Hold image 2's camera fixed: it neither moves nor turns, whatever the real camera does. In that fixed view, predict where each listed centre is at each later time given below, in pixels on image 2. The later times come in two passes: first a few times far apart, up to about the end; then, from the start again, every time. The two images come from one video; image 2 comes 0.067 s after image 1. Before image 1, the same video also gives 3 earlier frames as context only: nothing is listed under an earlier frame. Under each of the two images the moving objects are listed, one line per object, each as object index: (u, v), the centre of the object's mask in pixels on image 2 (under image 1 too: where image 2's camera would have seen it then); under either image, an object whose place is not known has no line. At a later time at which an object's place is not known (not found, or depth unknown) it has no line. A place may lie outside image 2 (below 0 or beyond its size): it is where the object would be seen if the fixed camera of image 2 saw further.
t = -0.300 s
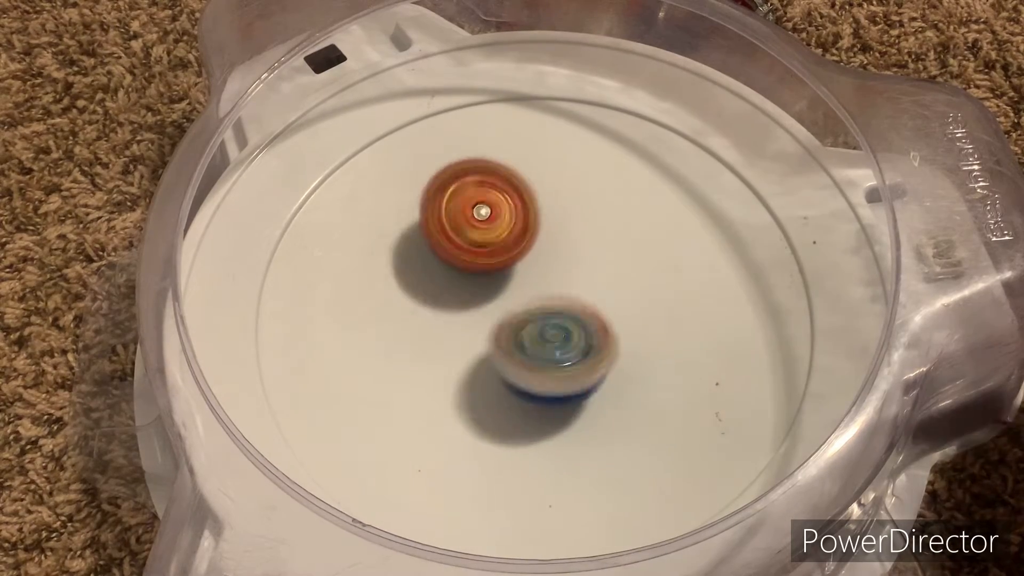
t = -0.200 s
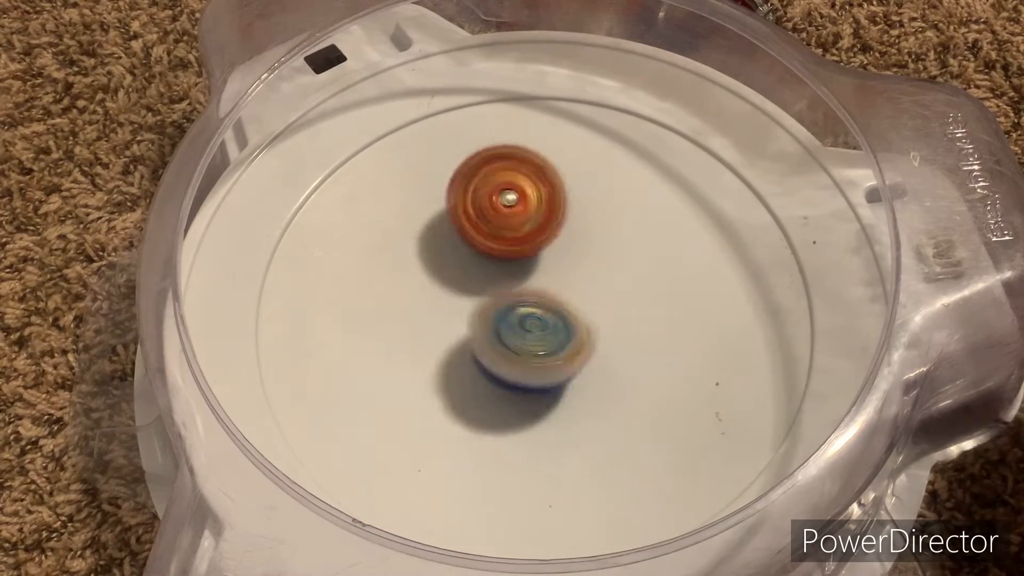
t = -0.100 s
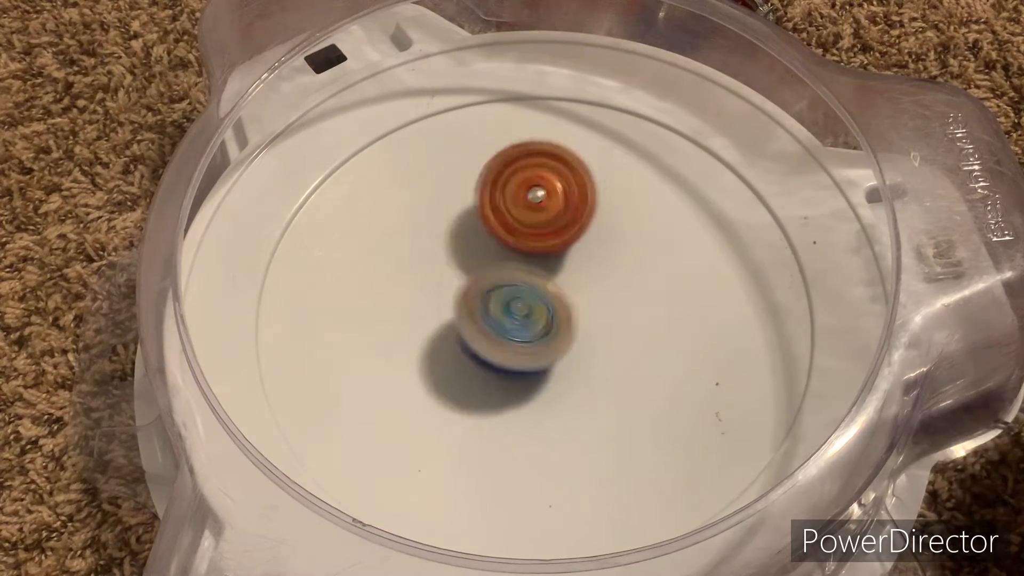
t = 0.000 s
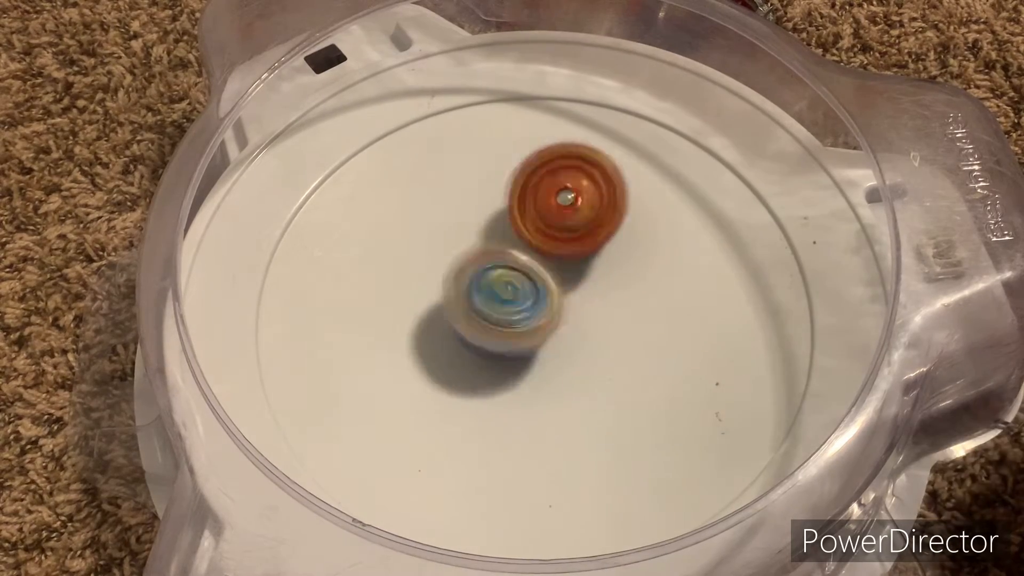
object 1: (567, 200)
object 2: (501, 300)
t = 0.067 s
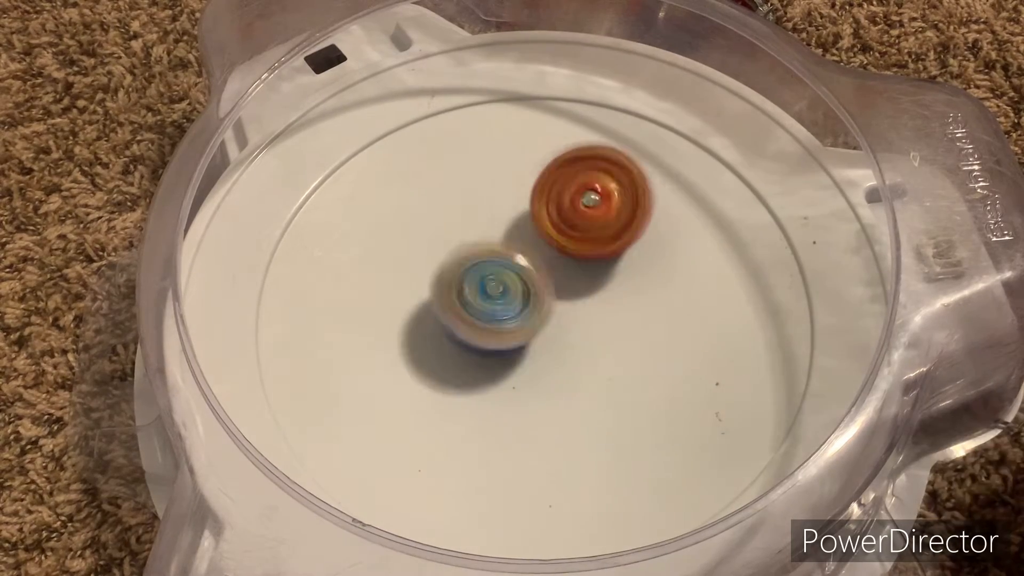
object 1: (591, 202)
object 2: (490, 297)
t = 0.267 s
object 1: (638, 240)
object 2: (484, 262)
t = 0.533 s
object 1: (645, 322)
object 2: (518, 244)
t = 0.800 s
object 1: (579, 388)
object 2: (566, 268)
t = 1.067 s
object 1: (477, 386)
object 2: (582, 303)
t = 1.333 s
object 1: (422, 320)
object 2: (564, 333)
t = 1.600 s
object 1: (447, 242)
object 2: (530, 335)
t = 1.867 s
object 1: (527, 210)
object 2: (526, 324)
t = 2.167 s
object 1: (621, 243)
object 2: (521, 314)
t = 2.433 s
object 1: (644, 322)
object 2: (510, 301)
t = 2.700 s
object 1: (584, 385)
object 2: (501, 273)
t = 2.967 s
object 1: (482, 378)
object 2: (511, 259)
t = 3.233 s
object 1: (436, 303)
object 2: (550, 257)
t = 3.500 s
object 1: (420, 238)
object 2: (596, 283)
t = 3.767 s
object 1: (475, 195)
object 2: (589, 325)
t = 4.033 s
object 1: (535, 206)
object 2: (556, 358)
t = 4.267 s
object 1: (551, 245)
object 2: (534, 372)
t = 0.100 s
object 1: (601, 206)
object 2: (484, 291)
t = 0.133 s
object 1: (609, 211)
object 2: (487, 287)
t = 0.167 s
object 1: (617, 218)
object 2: (485, 281)
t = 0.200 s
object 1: (626, 224)
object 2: (486, 274)
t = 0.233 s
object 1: (632, 232)
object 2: (486, 268)
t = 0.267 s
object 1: (638, 240)
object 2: (484, 262)
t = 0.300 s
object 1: (644, 248)
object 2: (486, 257)
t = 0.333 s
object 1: (646, 258)
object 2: (492, 254)
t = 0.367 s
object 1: (649, 269)
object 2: (497, 251)
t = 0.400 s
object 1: (651, 279)
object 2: (501, 248)
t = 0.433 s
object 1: (650, 289)
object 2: (503, 244)
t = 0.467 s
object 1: (649, 301)
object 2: (508, 244)
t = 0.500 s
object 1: (648, 311)
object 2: (513, 243)
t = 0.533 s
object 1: (645, 322)
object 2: (518, 244)
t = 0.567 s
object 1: (640, 333)
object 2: (529, 247)
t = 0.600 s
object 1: (635, 342)
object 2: (534, 248)
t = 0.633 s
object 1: (628, 351)
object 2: (540, 251)
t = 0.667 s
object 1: (620, 360)
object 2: (547, 254)
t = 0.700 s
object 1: (613, 368)
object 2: (552, 258)
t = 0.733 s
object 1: (601, 375)
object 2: (557, 262)
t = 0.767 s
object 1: (590, 382)
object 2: (561, 264)
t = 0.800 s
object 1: (579, 388)
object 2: (566, 268)
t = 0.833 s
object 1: (566, 392)
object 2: (569, 271)
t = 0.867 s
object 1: (554, 395)
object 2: (572, 275)
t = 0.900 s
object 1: (541, 397)
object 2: (575, 279)
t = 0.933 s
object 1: (527, 397)
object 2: (577, 283)
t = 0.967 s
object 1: (514, 397)
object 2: (580, 288)
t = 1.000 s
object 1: (502, 395)
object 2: (581, 292)
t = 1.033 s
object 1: (489, 391)
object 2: (582, 299)
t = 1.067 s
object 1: (477, 386)
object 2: (582, 303)
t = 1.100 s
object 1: (467, 380)
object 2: (581, 309)
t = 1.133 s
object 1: (456, 374)
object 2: (581, 312)
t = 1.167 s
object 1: (449, 366)
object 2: (579, 316)
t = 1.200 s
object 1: (441, 357)
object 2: (577, 320)
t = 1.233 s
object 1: (434, 348)
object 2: (575, 323)
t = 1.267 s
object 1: (429, 339)
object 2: (572, 327)
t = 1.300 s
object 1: (424, 330)
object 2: (568, 330)
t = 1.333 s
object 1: (422, 320)
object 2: (564, 333)
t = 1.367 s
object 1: (420, 309)
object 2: (560, 334)
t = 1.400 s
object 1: (420, 299)
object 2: (554, 336)
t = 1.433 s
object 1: (422, 289)
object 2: (550, 336)
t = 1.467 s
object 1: (425, 279)
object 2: (545, 335)
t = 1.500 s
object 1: (429, 270)
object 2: (541, 335)
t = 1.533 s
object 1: (435, 261)
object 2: (535, 333)
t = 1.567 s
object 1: (440, 251)
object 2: (532, 336)
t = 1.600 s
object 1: (447, 242)
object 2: (530, 335)
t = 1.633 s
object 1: (455, 235)
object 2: (529, 337)
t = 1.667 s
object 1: (464, 229)
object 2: (528, 337)
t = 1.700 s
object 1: (473, 223)
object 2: (526, 336)
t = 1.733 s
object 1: (484, 220)
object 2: (525, 335)
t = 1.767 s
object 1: (494, 215)
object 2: (524, 332)
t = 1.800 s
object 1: (505, 212)
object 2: (525, 330)
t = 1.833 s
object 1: (516, 210)
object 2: (524, 326)
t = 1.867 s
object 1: (527, 210)
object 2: (526, 324)
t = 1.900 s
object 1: (540, 210)
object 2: (525, 318)
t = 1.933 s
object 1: (552, 210)
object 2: (525, 316)
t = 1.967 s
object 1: (564, 211)
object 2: (523, 315)
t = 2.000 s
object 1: (574, 214)
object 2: (523, 317)
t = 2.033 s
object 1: (585, 218)
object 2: (521, 316)
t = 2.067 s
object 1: (595, 223)
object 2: (521, 316)
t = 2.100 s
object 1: (605, 229)
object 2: (518, 314)
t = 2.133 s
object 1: (613, 235)
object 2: (522, 314)
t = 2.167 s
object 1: (621, 243)
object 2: (521, 314)
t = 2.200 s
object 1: (628, 251)
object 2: (513, 314)
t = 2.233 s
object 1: (634, 260)
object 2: (521, 311)
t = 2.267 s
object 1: (640, 268)
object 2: (520, 311)
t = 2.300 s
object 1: (643, 279)
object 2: (515, 309)
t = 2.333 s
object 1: (646, 289)
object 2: (514, 308)
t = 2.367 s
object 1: (646, 300)
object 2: (512, 305)
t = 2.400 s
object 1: (647, 310)
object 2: (512, 304)
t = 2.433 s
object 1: (644, 322)
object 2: (510, 301)
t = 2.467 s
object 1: (642, 332)
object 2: (510, 300)
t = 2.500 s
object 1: (636, 341)
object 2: (510, 297)
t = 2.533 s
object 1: (632, 351)
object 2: (508, 294)
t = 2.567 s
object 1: (625, 361)
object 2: (507, 289)
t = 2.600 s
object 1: (616, 369)
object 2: (504, 286)
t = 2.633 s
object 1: (607, 375)
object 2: (503, 282)
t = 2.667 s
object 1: (595, 381)
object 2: (501, 278)
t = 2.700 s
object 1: (584, 385)
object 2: (501, 273)
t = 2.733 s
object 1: (571, 388)
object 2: (499, 271)
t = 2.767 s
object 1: (558, 389)
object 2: (500, 267)
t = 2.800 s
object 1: (545, 390)
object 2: (499, 267)
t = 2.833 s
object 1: (532, 389)
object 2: (501, 265)
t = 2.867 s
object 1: (518, 386)
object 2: (500, 265)
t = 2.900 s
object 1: (506, 383)
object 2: (503, 266)
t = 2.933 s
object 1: (493, 381)
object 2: (506, 263)
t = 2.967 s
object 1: (482, 378)
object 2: (511, 259)
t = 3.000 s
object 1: (470, 370)
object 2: (514, 258)
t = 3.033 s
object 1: (462, 363)
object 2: (518, 254)
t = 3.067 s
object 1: (454, 354)
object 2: (524, 252)
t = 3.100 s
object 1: (448, 345)
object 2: (529, 252)
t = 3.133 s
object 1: (442, 335)
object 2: (532, 253)
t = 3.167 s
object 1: (439, 324)
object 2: (541, 252)
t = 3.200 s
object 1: (437, 314)
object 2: (547, 255)
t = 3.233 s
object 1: (436, 303)
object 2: (550, 257)
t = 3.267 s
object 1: (423, 295)
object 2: (565, 258)
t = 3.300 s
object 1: (410, 286)
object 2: (584, 257)
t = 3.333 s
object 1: (405, 276)
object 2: (596, 262)
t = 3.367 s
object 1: (404, 268)
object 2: (599, 268)
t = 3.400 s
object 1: (406, 260)
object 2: (599, 272)
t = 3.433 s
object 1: (410, 252)
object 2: (598, 276)
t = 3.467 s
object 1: (414, 244)
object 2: (598, 279)
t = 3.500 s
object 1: (420, 238)
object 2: (596, 283)
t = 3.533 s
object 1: (428, 233)
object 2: (594, 286)
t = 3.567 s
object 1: (436, 228)
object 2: (591, 288)
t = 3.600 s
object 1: (446, 224)
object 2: (586, 290)
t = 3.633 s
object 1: (456, 222)
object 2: (579, 288)
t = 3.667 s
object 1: (467, 220)
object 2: (575, 293)
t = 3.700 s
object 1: (475, 219)
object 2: (572, 295)
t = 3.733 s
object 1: (473, 204)
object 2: (579, 309)
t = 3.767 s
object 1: (475, 195)
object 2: (589, 325)
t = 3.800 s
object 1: (481, 193)
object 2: (592, 332)
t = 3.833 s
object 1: (490, 195)
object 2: (589, 334)
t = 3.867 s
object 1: (499, 200)
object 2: (583, 337)
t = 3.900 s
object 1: (506, 205)
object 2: (575, 336)
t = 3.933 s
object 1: (515, 212)
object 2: (572, 333)
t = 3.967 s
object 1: (523, 219)
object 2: (571, 330)
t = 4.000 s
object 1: (528, 219)
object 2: (565, 340)
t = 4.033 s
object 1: (535, 206)
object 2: (556, 358)
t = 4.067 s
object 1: (540, 200)
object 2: (553, 372)
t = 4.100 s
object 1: (546, 201)
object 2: (545, 378)
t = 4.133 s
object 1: (551, 208)
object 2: (539, 383)
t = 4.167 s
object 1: (552, 219)
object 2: (534, 384)
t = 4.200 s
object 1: (552, 228)
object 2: (536, 382)
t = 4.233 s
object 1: (551, 237)
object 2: (536, 377)
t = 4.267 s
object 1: (551, 245)
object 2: (534, 372)
